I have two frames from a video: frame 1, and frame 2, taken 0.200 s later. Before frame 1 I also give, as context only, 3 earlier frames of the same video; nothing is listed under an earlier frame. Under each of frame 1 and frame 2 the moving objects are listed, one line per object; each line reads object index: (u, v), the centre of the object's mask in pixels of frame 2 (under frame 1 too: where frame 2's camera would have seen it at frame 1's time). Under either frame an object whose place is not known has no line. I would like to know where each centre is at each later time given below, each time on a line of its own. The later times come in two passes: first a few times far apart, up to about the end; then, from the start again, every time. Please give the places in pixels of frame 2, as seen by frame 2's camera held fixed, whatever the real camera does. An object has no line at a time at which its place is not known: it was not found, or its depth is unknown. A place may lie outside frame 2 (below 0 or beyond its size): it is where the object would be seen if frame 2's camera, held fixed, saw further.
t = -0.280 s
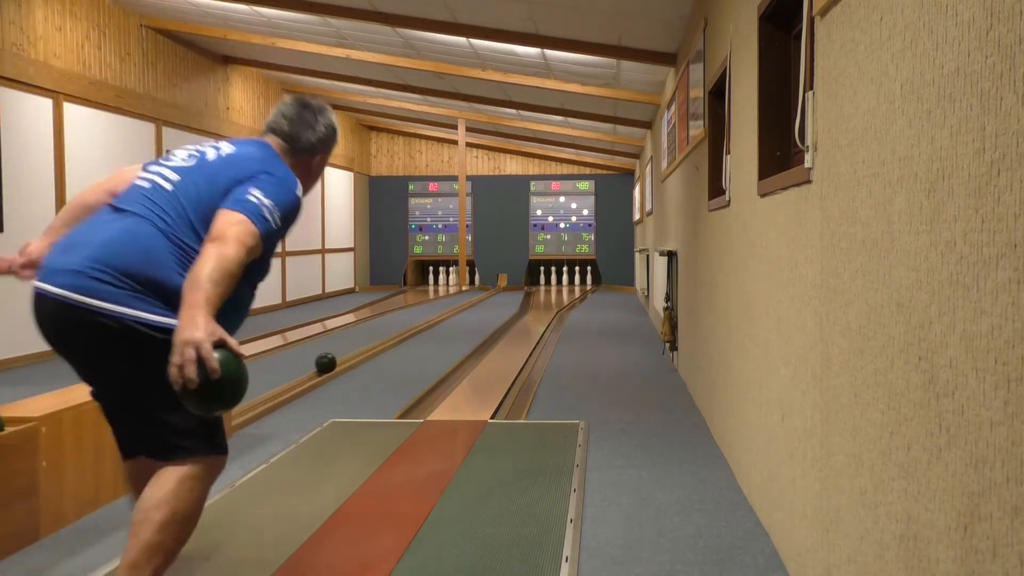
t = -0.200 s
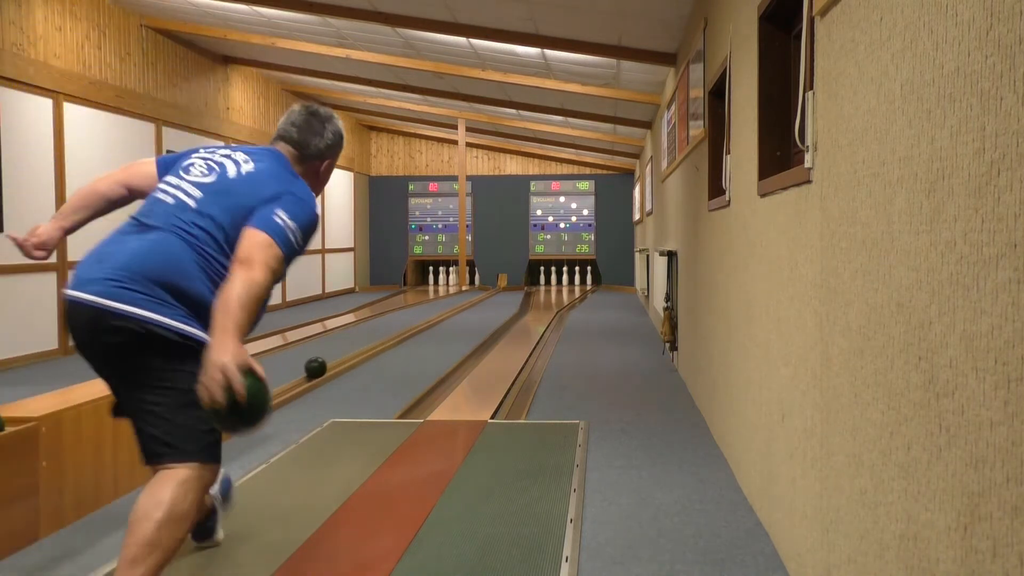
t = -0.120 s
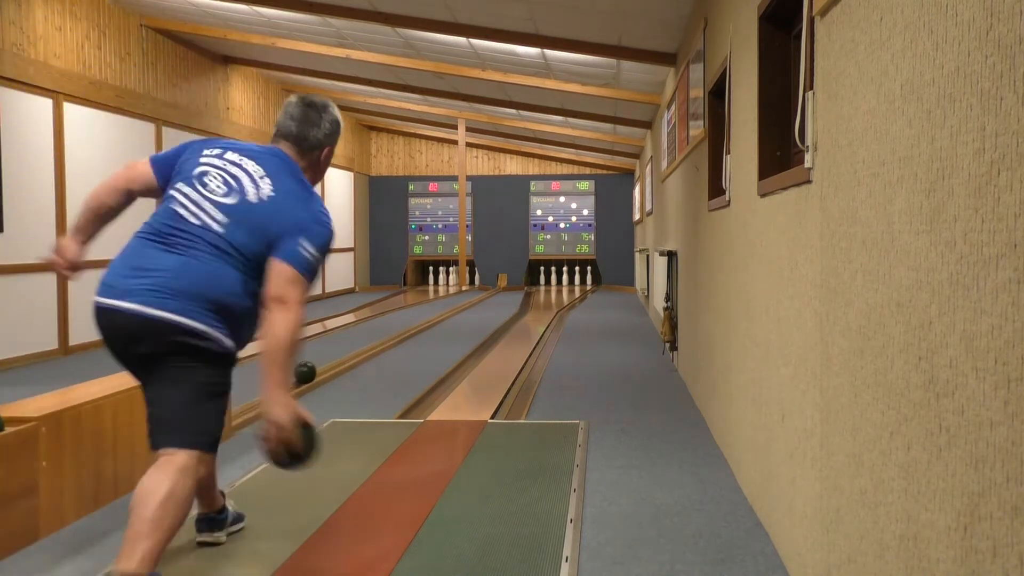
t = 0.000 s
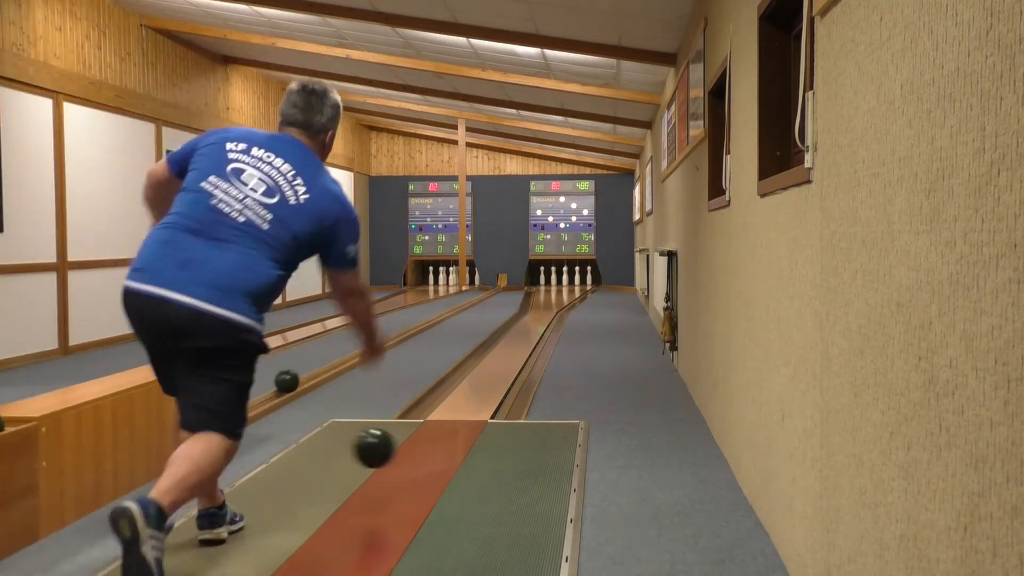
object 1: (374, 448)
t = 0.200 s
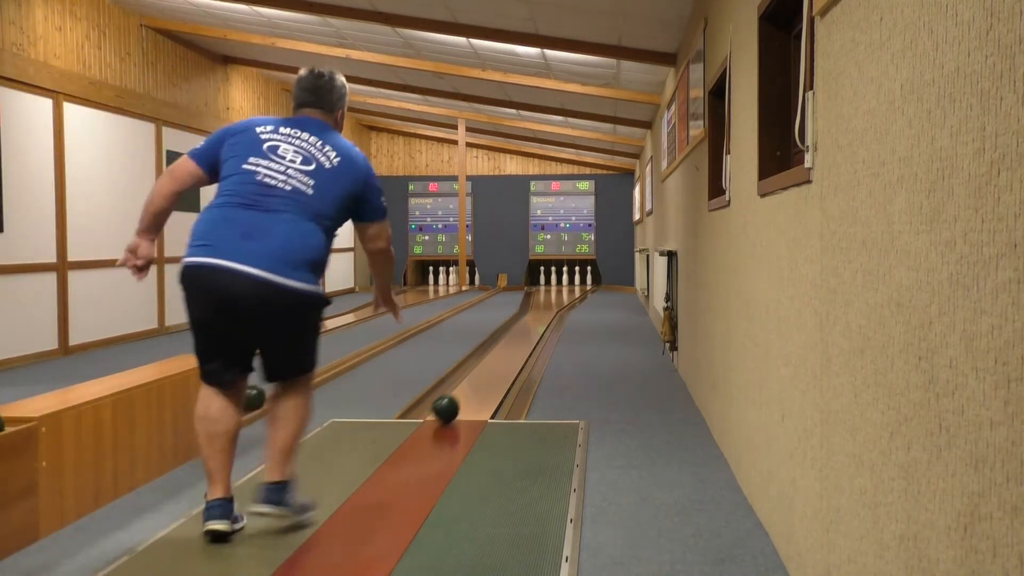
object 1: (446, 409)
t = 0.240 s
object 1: (455, 399)
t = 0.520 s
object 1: (498, 354)
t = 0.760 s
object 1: (519, 331)
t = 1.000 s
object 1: (534, 316)
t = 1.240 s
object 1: (545, 306)
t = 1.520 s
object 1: (554, 297)
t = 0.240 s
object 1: (455, 399)
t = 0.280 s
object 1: (463, 391)
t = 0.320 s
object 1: (470, 383)
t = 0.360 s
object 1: (477, 376)
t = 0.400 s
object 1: (483, 370)
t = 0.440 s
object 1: (488, 364)
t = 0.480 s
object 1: (493, 359)
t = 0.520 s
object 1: (498, 354)
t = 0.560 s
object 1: (502, 349)
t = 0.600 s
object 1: (506, 345)
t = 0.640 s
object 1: (510, 341)
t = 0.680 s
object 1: (513, 338)
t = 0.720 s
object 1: (516, 334)
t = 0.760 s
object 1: (519, 331)
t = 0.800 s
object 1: (522, 328)
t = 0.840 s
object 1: (525, 326)
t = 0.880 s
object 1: (527, 323)
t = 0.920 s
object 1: (530, 321)
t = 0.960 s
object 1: (532, 319)
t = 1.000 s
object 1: (534, 316)
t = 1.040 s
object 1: (536, 315)
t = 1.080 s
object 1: (538, 313)
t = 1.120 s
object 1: (540, 311)
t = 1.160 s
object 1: (542, 309)
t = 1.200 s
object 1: (543, 308)
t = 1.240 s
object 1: (545, 306)
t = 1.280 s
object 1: (546, 305)
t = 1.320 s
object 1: (548, 304)
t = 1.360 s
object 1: (549, 302)
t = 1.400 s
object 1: (550, 301)
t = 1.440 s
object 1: (551, 300)
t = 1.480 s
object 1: (552, 299)
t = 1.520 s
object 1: (554, 297)
